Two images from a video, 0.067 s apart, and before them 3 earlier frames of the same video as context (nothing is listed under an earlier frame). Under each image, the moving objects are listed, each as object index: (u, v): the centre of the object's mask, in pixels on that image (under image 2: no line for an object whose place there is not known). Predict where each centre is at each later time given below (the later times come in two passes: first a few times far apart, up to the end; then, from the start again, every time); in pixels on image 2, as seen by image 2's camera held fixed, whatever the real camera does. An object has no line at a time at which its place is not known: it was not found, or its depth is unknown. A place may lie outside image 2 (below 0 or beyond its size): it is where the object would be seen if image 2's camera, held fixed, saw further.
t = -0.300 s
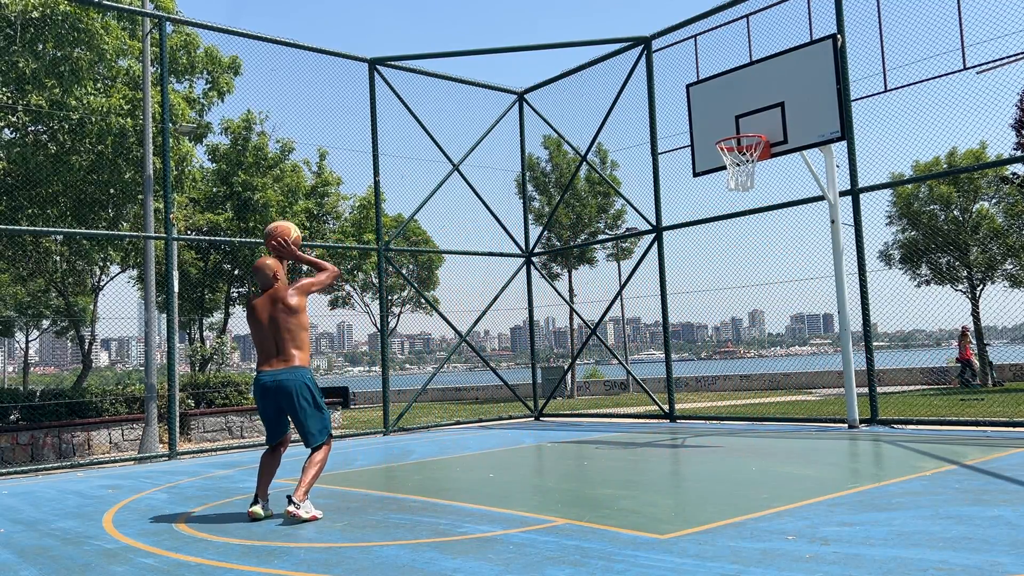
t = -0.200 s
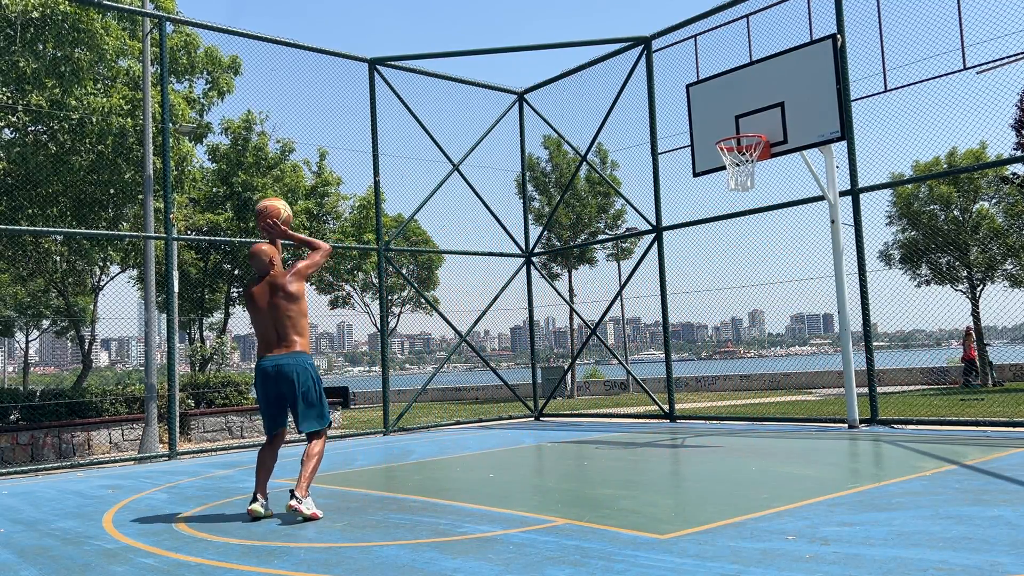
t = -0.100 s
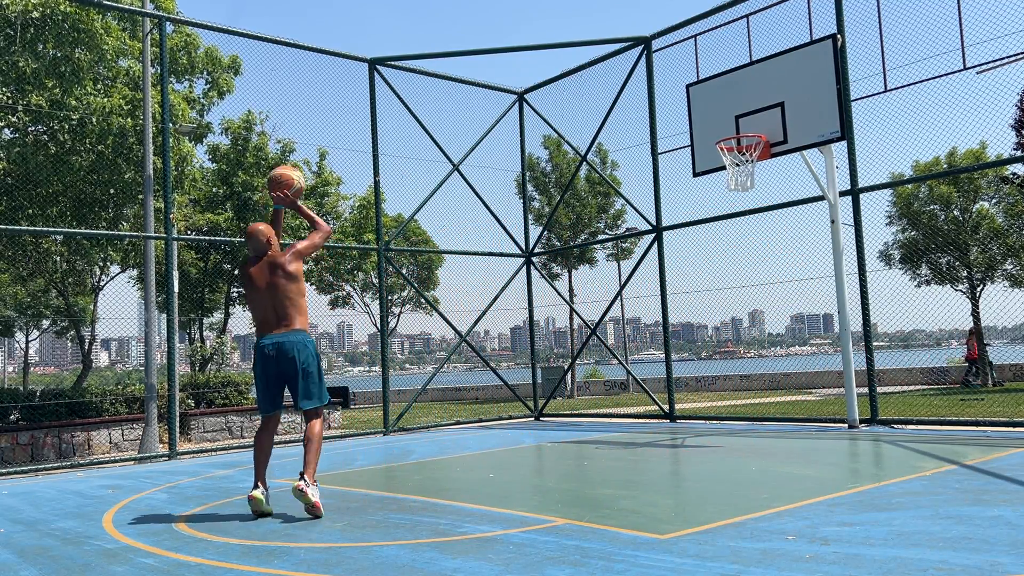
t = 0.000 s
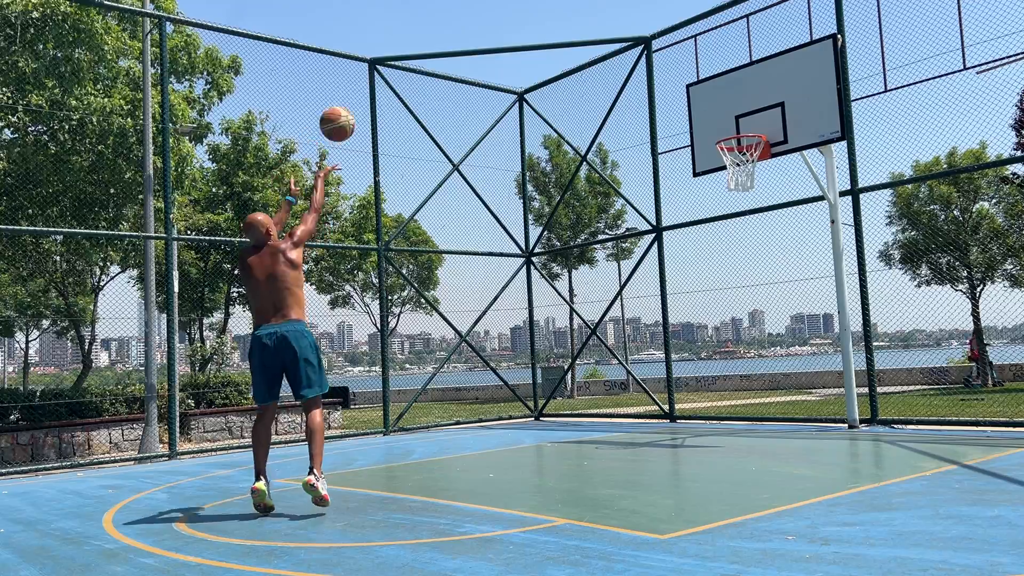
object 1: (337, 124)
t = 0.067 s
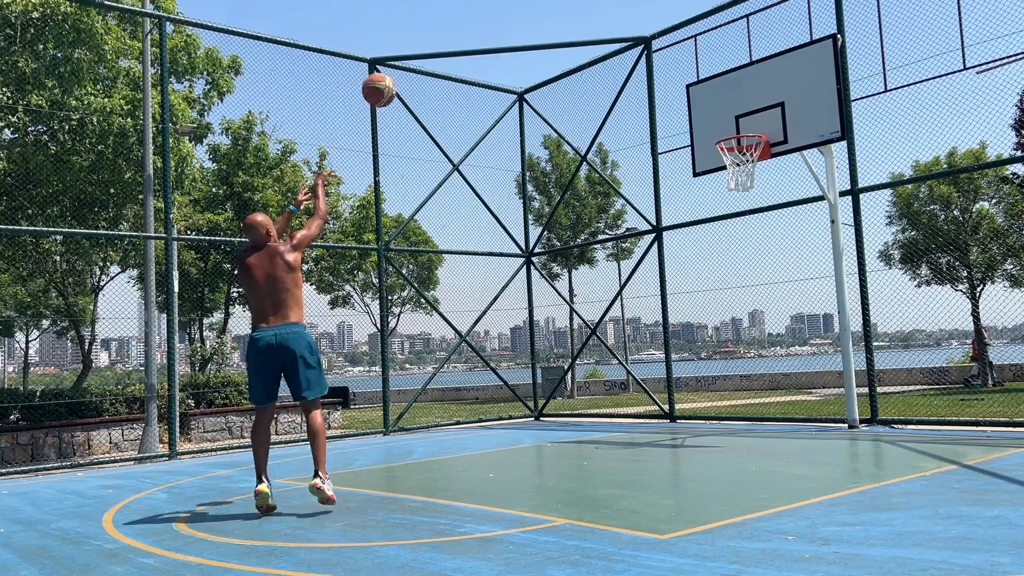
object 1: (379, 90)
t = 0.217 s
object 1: (462, 41)
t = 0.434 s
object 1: (565, 26)
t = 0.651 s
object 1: (653, 58)
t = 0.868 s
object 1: (731, 129)
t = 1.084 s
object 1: (759, 183)
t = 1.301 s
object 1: (767, 253)
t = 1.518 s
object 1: (779, 367)
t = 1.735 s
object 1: (768, 365)
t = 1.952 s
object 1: (737, 283)
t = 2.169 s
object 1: (710, 246)
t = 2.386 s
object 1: (684, 255)
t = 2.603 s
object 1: (661, 313)
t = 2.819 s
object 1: (641, 423)
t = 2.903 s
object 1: (632, 419)
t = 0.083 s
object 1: (389, 83)
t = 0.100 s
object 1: (398, 76)
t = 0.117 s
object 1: (408, 70)
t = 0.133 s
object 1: (418, 64)
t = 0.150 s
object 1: (426, 59)
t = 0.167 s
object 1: (436, 54)
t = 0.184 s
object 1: (444, 49)
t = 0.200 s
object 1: (453, 45)
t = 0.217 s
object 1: (462, 41)
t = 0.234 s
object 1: (471, 38)
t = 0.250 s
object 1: (479, 35)
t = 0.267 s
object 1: (487, 33)
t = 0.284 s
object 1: (496, 30)
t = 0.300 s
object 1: (504, 29)
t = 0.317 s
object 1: (512, 27)
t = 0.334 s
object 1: (519, 26)
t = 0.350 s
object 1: (527, 25)
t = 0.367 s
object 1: (535, 25)
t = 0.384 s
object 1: (543, 24)
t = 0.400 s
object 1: (550, 24)
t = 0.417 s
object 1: (557, 25)
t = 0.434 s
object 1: (565, 26)
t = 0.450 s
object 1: (572, 26)
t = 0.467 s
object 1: (579, 27)
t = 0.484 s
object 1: (586, 29)
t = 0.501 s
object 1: (593, 31)
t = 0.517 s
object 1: (600, 33)
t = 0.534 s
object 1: (607, 35)
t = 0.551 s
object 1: (614, 37)
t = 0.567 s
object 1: (621, 40)
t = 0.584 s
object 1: (627, 43)
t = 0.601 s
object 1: (634, 47)
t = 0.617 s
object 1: (641, 50)
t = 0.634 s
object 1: (647, 54)
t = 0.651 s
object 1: (653, 58)
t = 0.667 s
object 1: (660, 63)
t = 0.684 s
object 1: (666, 67)
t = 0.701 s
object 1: (672, 72)
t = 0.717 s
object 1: (678, 77)
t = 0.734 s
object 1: (684, 82)
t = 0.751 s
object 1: (691, 88)
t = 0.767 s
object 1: (696, 93)
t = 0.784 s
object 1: (702, 98)
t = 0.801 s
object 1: (708, 105)
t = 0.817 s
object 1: (714, 111)
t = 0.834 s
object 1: (720, 117)
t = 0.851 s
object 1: (726, 124)
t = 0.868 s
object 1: (731, 129)
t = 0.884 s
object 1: (737, 134)
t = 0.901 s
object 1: (745, 141)
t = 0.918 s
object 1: (748, 146)
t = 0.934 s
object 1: (753, 148)
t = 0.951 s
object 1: (761, 156)
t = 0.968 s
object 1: (755, 168)
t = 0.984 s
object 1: (755, 167)
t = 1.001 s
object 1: (756, 167)
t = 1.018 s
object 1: (757, 170)
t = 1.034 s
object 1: (757, 173)
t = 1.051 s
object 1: (758, 176)
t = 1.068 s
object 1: (758, 179)
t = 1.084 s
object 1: (759, 183)
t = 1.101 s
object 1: (759, 187)
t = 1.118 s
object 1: (760, 191)
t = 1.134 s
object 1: (760, 195)
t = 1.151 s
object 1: (760, 200)
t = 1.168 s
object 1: (761, 205)
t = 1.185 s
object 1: (762, 210)
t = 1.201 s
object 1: (763, 215)
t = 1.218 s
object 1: (763, 221)
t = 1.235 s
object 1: (764, 226)
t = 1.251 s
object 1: (764, 233)
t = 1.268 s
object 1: (765, 239)
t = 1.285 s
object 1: (766, 246)
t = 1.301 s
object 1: (767, 253)
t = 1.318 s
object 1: (767, 260)
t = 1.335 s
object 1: (768, 267)
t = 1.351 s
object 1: (769, 275)
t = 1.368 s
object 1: (770, 283)
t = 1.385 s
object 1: (771, 291)
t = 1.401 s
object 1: (772, 300)
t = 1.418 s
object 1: (773, 308)
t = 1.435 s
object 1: (773, 318)
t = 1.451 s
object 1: (774, 327)
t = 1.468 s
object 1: (776, 336)
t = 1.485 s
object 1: (776, 346)
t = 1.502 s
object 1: (778, 357)
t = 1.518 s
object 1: (779, 367)
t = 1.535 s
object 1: (780, 378)
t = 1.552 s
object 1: (781, 389)
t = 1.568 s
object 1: (782, 400)
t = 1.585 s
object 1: (783, 411)
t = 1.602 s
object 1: (785, 424)
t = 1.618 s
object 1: (785, 428)
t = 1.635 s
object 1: (782, 418)
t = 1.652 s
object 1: (780, 409)
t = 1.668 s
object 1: (777, 399)
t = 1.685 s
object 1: (775, 390)
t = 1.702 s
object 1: (772, 382)
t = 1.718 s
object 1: (770, 374)
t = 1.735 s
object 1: (768, 365)
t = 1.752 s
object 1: (765, 357)
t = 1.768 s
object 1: (762, 349)
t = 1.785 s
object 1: (760, 342)
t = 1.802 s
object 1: (758, 335)
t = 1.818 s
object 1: (755, 328)
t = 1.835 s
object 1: (753, 322)
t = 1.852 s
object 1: (750, 316)
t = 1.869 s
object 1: (748, 310)
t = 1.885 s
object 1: (746, 304)
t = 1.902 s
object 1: (744, 298)
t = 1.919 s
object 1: (741, 293)
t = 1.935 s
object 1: (739, 288)
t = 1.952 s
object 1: (737, 283)
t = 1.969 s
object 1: (735, 279)
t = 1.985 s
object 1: (732, 275)
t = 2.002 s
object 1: (730, 271)
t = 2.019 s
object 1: (728, 267)
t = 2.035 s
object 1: (726, 264)
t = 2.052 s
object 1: (724, 260)
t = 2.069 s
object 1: (722, 258)
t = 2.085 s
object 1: (720, 255)
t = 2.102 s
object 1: (718, 253)
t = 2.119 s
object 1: (715, 251)
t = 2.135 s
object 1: (713, 249)
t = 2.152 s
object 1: (711, 247)
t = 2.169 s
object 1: (710, 246)
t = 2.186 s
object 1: (707, 245)
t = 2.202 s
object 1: (705, 245)
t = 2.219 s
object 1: (703, 244)
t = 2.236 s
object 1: (701, 244)
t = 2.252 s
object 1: (699, 244)
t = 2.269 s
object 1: (698, 245)
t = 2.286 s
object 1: (696, 245)
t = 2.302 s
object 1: (694, 246)
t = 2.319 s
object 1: (692, 248)
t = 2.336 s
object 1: (690, 250)
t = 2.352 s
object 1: (688, 251)
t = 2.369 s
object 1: (686, 253)
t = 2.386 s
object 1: (684, 255)
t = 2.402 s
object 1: (682, 258)
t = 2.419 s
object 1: (680, 261)
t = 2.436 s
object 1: (679, 264)
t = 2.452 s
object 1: (677, 268)
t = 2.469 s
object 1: (676, 272)
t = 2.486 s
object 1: (674, 276)
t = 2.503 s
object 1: (672, 280)
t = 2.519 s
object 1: (670, 285)
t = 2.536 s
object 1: (668, 290)
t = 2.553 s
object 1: (666, 295)
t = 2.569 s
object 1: (665, 301)
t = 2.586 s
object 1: (663, 307)
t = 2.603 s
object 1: (661, 313)
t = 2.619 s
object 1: (660, 319)
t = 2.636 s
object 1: (658, 326)
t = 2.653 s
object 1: (657, 334)
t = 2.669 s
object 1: (655, 341)
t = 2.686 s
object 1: (653, 349)
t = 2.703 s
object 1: (652, 357)
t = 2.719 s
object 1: (649, 365)
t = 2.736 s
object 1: (648, 374)
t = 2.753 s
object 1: (647, 383)
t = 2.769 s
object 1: (645, 393)
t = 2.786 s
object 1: (644, 403)
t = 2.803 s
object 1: (643, 413)
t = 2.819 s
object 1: (641, 423)
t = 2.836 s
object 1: (640, 434)
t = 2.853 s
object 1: (638, 445)
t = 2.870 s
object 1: (636, 437)
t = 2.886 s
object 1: (634, 428)
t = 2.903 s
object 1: (632, 419)
